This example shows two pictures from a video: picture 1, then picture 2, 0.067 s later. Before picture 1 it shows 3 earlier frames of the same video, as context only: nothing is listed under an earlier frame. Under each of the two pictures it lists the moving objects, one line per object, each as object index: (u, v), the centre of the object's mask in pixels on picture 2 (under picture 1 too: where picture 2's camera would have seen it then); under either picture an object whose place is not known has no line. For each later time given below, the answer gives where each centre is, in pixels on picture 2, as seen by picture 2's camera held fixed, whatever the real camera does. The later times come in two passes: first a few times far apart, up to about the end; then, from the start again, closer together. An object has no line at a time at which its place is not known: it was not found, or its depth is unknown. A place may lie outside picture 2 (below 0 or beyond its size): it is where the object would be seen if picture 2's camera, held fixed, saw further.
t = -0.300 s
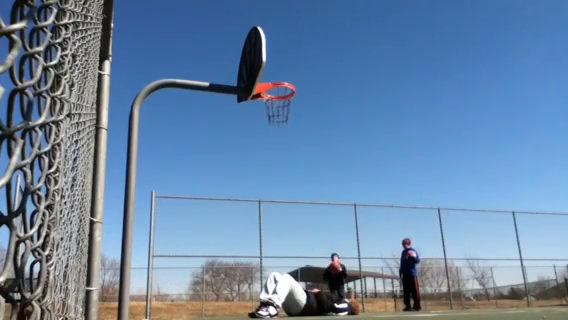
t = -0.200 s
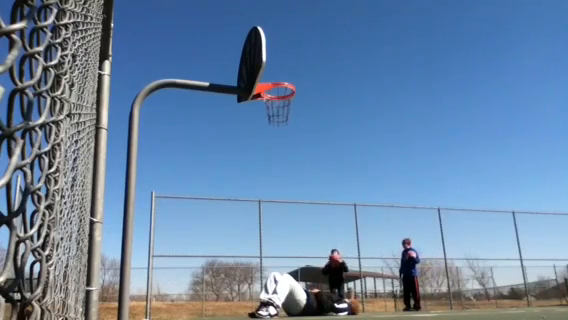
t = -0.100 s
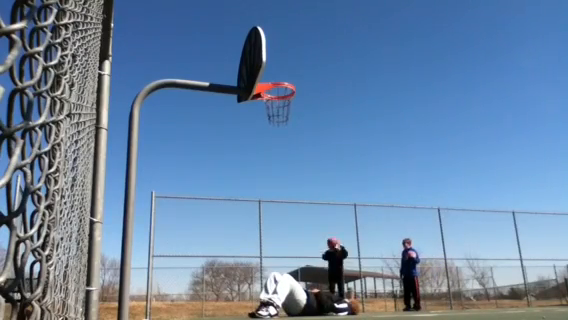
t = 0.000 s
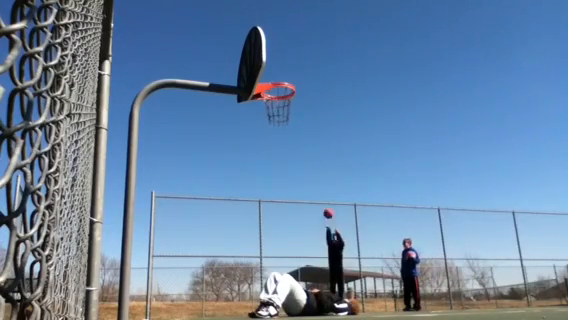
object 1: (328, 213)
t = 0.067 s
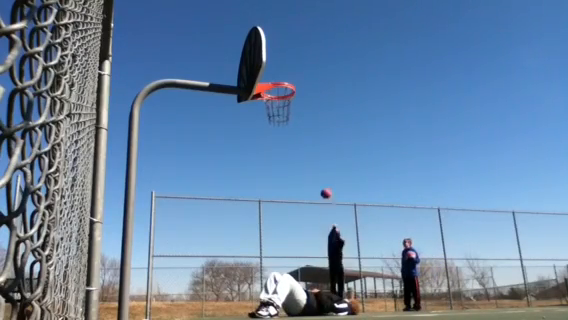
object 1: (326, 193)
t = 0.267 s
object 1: (318, 141)
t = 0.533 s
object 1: (308, 88)
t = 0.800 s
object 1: (298, 58)
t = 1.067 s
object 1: (286, 58)
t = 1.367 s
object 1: (271, 69)
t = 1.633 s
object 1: (262, 78)
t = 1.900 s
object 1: (249, 119)
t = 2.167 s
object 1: (243, 185)
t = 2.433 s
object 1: (238, 276)
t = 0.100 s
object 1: (324, 184)
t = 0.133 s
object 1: (322, 174)
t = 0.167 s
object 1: (321, 166)
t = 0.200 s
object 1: (320, 157)
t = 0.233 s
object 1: (319, 149)
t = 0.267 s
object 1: (318, 141)
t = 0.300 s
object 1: (316, 133)
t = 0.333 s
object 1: (315, 126)
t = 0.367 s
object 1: (314, 119)
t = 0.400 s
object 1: (313, 112)
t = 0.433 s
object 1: (312, 105)
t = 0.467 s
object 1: (310, 99)
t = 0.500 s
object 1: (310, 93)
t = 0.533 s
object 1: (308, 88)
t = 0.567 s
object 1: (307, 83)
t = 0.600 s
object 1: (306, 78)
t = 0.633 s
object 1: (304, 74)
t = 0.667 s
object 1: (303, 70)
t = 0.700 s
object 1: (302, 66)
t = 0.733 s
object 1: (301, 63)
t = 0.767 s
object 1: (299, 60)
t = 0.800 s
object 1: (298, 58)
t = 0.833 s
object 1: (296, 56)
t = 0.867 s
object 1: (295, 55)
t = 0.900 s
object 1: (294, 54)
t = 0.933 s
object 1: (292, 53)
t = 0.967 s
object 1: (291, 54)
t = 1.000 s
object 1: (290, 55)
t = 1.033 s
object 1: (288, 56)
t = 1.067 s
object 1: (286, 58)
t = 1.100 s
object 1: (285, 61)
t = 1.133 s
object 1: (284, 64)
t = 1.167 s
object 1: (282, 69)
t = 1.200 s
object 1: (280, 74)
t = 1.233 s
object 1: (278, 77)
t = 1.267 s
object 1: (276, 74)
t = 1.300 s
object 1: (274, 72)
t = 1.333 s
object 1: (272, 70)
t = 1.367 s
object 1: (271, 69)
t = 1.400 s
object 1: (269, 69)
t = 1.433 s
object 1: (268, 68)
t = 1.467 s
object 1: (267, 69)
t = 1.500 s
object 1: (266, 70)
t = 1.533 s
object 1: (265, 71)
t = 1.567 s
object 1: (264, 73)
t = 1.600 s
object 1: (263, 76)
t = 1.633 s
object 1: (262, 78)
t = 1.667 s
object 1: (261, 80)
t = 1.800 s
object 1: (252, 103)
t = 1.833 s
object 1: (251, 106)
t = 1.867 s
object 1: (250, 113)
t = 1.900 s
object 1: (249, 119)
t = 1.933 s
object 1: (248, 125)
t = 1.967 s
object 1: (247, 133)
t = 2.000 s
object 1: (247, 141)
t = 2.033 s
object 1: (246, 149)
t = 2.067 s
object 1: (245, 157)
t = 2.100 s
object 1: (244, 166)
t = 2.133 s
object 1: (244, 175)
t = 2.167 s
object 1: (243, 185)
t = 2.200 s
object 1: (243, 195)
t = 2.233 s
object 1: (242, 205)
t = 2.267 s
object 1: (241, 216)
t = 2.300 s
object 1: (241, 227)
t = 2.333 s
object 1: (240, 239)
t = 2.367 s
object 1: (239, 251)
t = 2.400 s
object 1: (239, 264)
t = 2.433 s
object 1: (238, 276)
